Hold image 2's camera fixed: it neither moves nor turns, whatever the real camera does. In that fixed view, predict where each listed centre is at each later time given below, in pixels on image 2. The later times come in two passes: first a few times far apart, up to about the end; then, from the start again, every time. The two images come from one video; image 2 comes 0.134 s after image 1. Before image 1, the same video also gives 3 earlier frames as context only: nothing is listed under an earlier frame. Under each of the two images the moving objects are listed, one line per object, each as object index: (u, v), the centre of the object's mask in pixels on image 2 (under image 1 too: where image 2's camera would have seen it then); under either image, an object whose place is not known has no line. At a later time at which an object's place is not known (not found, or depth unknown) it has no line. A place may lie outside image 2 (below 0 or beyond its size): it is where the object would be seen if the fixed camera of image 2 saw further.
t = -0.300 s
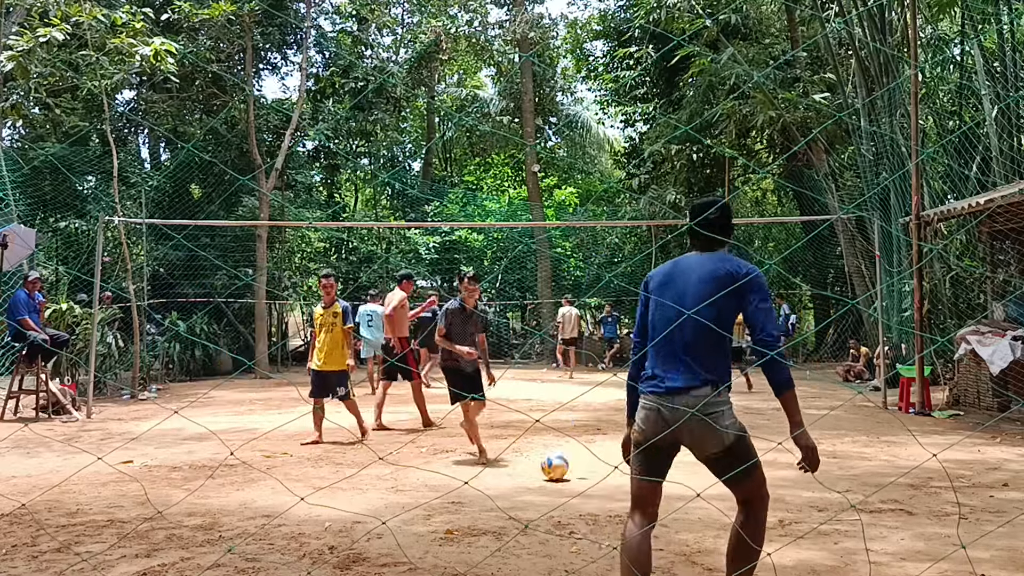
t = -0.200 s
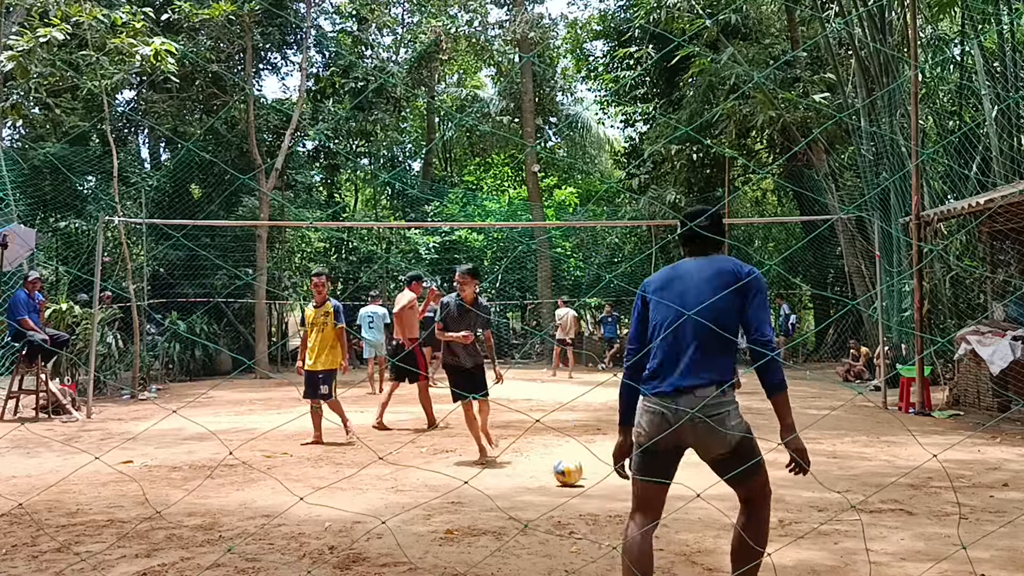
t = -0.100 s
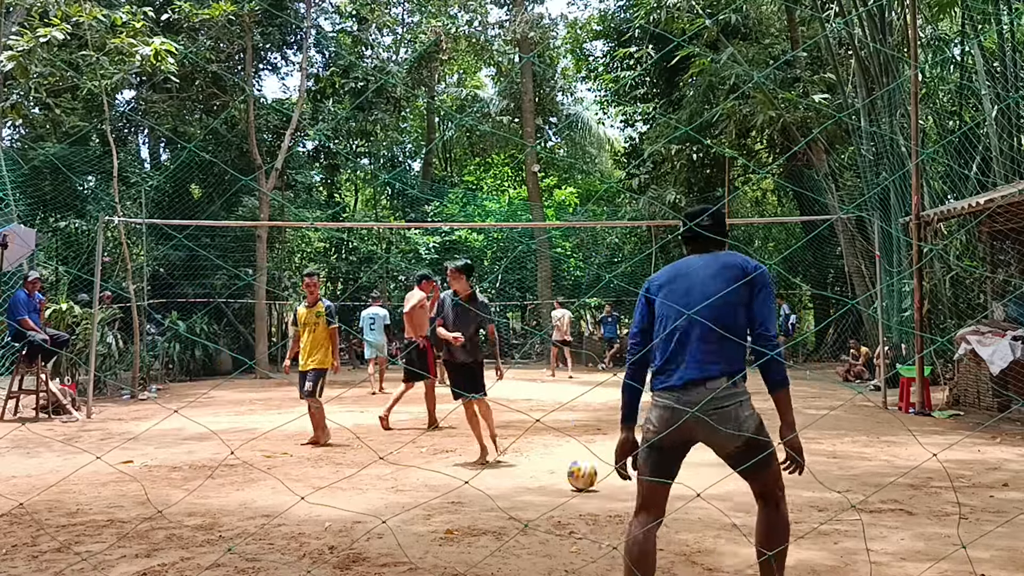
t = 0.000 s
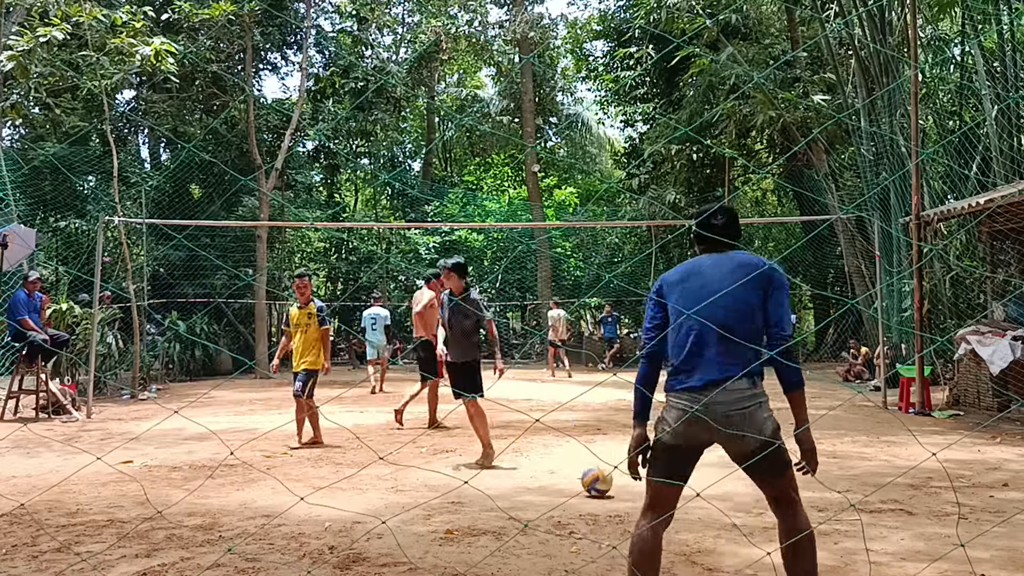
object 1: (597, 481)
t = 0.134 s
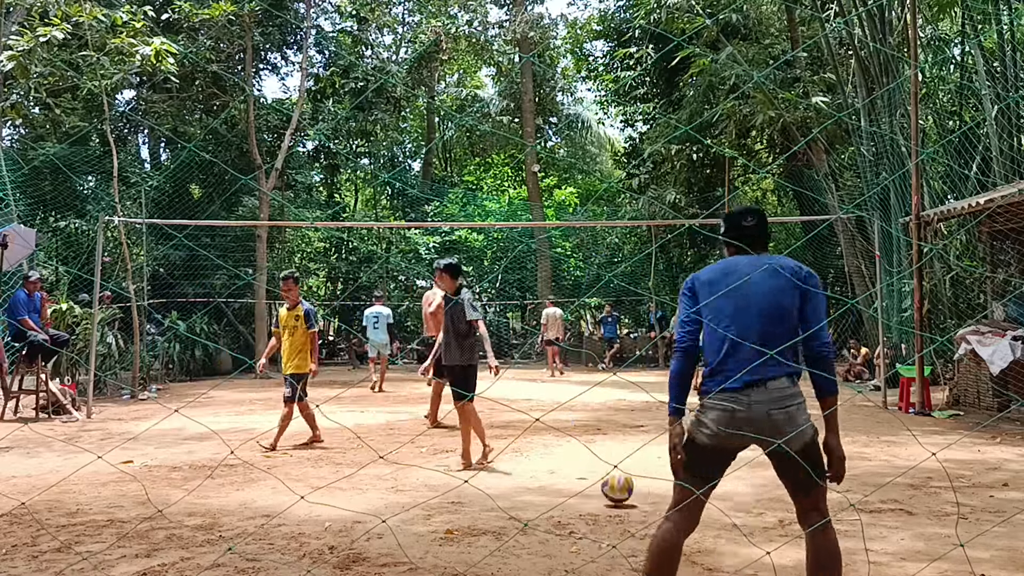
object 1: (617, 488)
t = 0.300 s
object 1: (643, 501)
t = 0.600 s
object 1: (692, 519)
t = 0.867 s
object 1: (745, 550)
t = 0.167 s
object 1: (622, 490)
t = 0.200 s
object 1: (627, 494)
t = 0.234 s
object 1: (632, 495)
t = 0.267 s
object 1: (637, 497)
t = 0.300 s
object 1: (643, 501)
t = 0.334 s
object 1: (648, 500)
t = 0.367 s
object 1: (653, 500)
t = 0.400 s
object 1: (659, 502)
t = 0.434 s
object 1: (664, 506)
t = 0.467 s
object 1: (670, 513)
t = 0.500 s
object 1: (676, 514)
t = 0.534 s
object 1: (681, 513)
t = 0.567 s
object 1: (686, 515)
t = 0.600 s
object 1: (692, 519)
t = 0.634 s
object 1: (699, 527)
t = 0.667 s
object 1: (705, 530)
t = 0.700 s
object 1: (711, 533)
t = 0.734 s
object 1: (718, 538)
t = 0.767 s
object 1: (724, 541)
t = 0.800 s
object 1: (730, 543)
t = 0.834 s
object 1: (738, 545)
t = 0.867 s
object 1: (745, 550)
